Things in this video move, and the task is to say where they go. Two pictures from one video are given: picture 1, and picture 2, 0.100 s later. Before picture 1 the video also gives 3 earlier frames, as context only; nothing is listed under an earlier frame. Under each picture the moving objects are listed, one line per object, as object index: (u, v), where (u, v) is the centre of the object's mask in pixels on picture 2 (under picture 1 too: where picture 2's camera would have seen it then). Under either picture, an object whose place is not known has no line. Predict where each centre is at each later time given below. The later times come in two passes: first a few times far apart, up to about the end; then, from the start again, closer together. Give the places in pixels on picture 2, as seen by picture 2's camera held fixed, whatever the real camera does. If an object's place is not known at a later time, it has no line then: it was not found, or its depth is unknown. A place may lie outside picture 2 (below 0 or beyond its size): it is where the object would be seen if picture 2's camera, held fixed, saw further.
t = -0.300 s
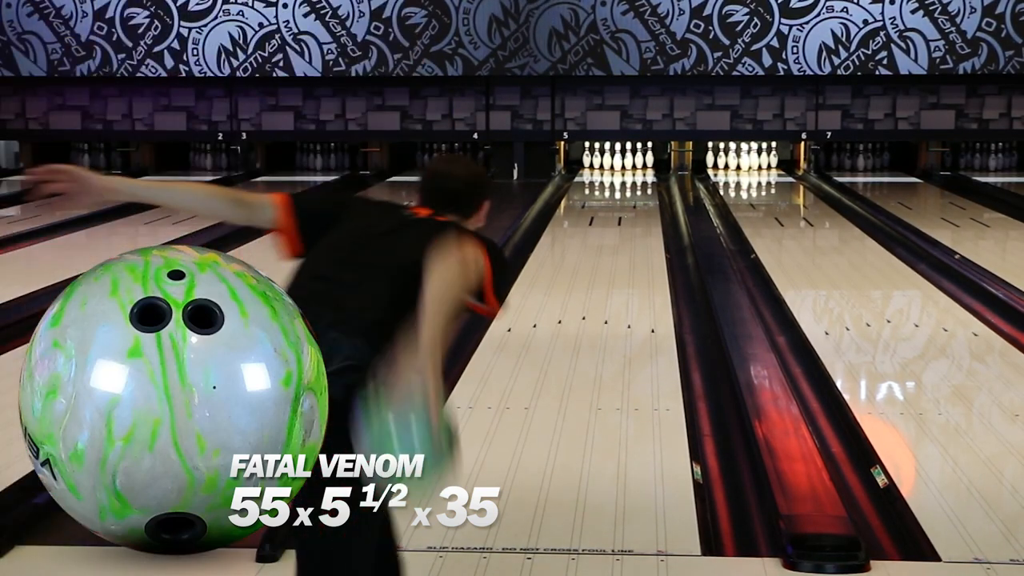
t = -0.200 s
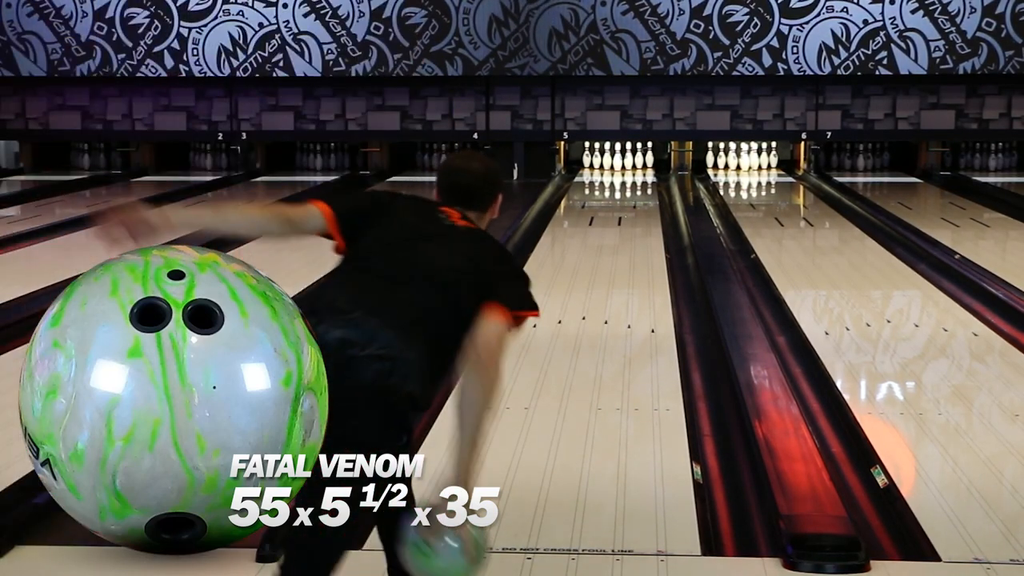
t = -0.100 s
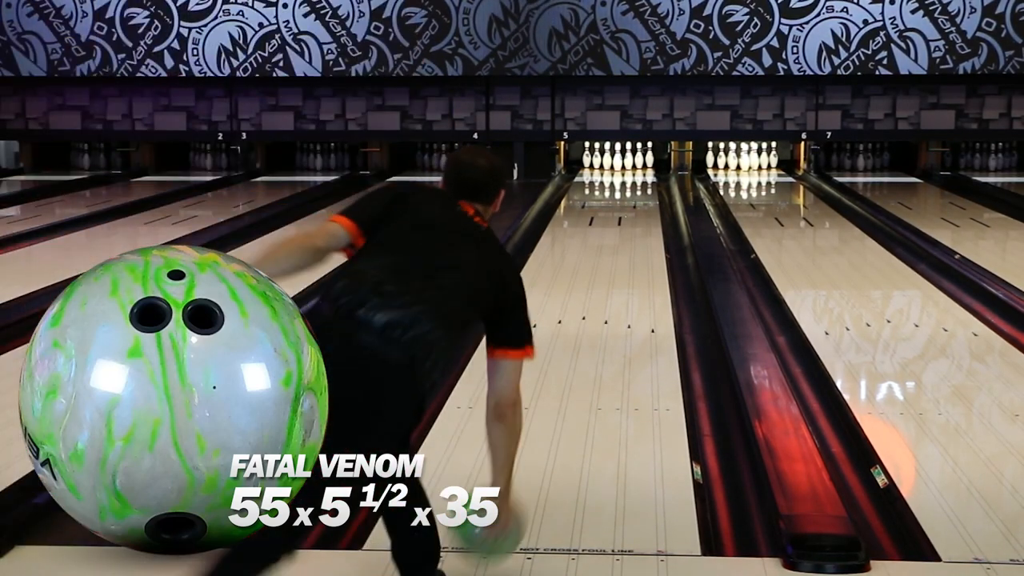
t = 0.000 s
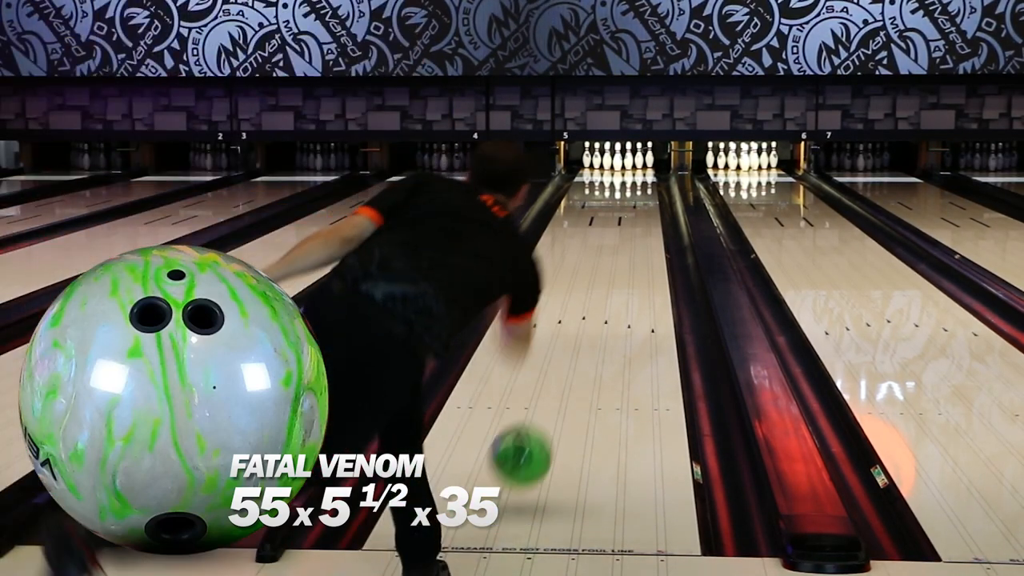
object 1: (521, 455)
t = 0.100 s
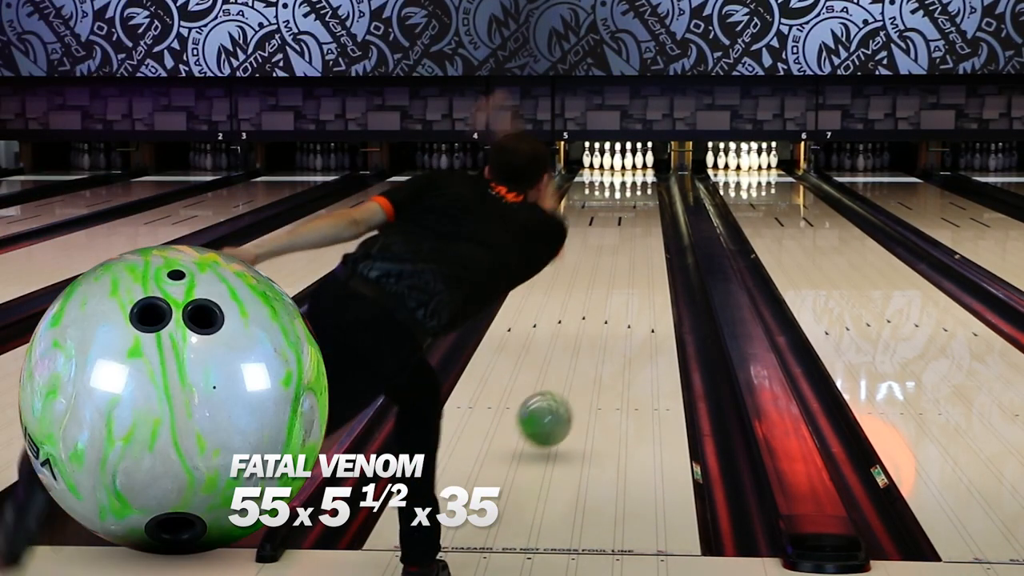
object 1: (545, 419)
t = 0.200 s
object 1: (564, 388)
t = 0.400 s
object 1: (591, 331)
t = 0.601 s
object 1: (609, 291)
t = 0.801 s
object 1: (622, 261)
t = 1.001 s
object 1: (631, 240)
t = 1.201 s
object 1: (639, 220)
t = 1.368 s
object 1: (643, 208)
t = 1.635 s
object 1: (645, 193)
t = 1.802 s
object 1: (644, 185)
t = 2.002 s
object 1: (639, 177)
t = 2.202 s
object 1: (629, 170)
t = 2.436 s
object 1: (619, 163)
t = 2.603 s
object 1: (610, 160)
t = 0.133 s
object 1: (551, 414)
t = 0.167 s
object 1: (558, 399)
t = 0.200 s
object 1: (564, 388)
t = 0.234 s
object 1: (569, 377)
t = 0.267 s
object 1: (574, 367)
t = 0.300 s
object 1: (579, 358)
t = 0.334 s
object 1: (584, 348)
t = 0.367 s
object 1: (586, 339)
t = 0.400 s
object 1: (591, 331)
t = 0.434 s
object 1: (594, 324)
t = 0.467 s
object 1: (598, 316)
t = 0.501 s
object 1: (601, 310)
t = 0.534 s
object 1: (603, 304)
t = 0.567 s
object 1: (606, 297)
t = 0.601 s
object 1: (609, 291)
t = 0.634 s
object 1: (612, 285)
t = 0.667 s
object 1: (614, 280)
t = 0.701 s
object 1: (616, 275)
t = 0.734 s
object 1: (618, 271)
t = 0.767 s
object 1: (620, 265)
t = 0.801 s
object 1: (622, 261)
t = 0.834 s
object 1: (623, 258)
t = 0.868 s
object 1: (626, 254)
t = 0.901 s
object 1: (628, 250)
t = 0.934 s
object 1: (629, 246)
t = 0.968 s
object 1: (630, 243)
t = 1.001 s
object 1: (631, 240)
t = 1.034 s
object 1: (633, 237)
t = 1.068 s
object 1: (635, 232)
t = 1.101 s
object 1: (635, 229)
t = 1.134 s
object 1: (636, 226)
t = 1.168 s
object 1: (637, 224)
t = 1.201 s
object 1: (639, 220)
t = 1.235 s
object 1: (640, 217)
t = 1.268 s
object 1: (640, 215)
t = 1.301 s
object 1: (640, 214)
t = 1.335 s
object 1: (642, 212)
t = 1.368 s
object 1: (643, 208)
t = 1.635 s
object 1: (645, 193)
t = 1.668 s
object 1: (646, 191)
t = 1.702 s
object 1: (645, 189)
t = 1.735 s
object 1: (645, 188)
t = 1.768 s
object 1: (645, 187)
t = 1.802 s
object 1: (644, 185)
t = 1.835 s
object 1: (643, 183)
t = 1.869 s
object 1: (642, 182)
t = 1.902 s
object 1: (642, 181)
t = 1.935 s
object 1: (641, 180)
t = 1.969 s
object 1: (640, 177)
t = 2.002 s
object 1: (639, 177)
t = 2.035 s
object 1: (638, 176)
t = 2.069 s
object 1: (636, 174)
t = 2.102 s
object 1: (635, 173)
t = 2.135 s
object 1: (633, 173)
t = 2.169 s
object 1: (631, 171)
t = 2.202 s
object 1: (629, 170)
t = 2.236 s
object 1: (628, 169)
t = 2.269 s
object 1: (626, 168)
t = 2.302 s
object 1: (625, 167)
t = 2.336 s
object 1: (622, 166)
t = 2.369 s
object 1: (620, 165)
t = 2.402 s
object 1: (620, 164)
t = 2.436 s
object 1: (619, 163)
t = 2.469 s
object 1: (619, 162)
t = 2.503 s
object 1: (617, 162)
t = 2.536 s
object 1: (615, 161)
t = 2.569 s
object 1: (611, 161)
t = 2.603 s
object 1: (610, 160)
